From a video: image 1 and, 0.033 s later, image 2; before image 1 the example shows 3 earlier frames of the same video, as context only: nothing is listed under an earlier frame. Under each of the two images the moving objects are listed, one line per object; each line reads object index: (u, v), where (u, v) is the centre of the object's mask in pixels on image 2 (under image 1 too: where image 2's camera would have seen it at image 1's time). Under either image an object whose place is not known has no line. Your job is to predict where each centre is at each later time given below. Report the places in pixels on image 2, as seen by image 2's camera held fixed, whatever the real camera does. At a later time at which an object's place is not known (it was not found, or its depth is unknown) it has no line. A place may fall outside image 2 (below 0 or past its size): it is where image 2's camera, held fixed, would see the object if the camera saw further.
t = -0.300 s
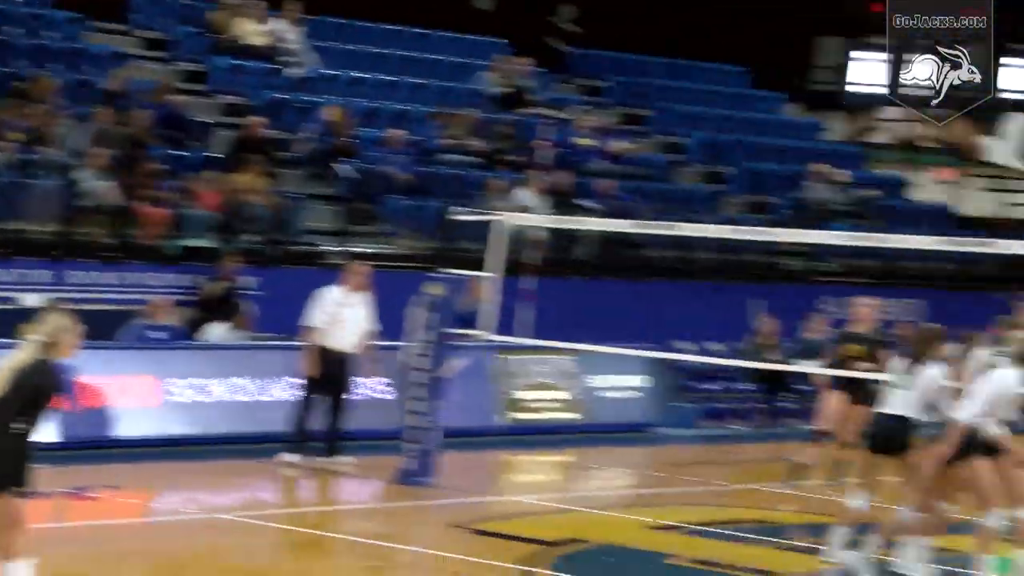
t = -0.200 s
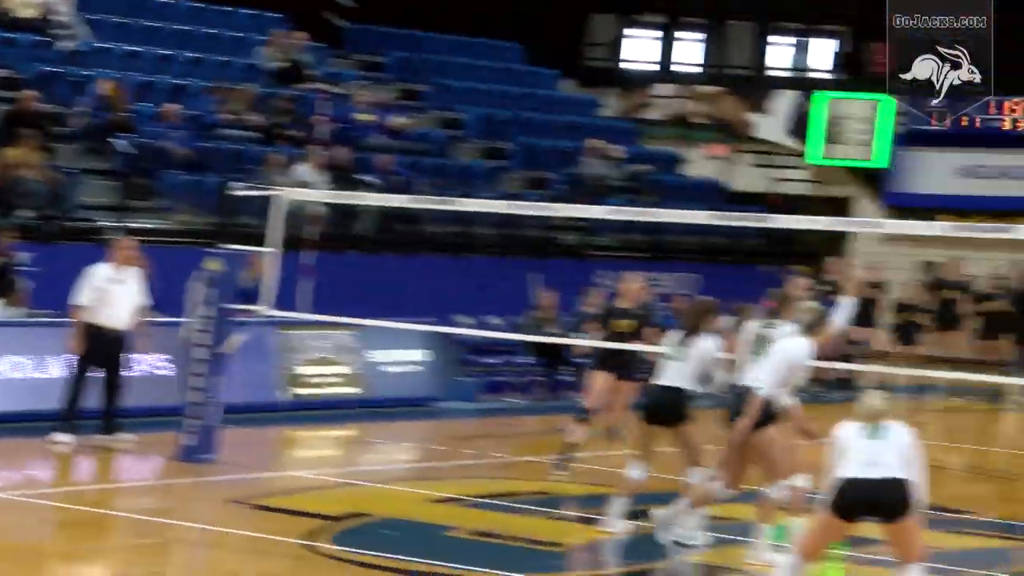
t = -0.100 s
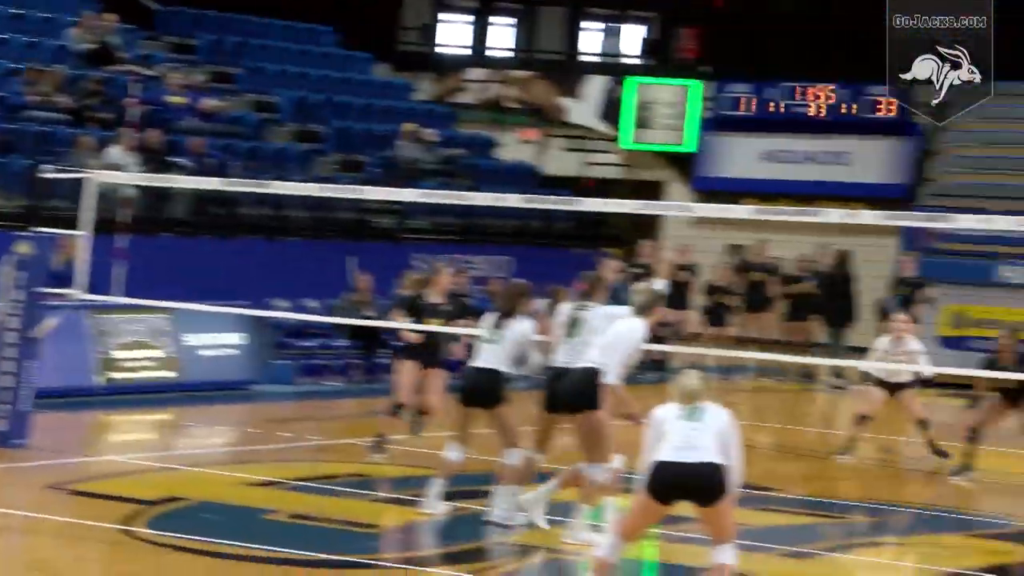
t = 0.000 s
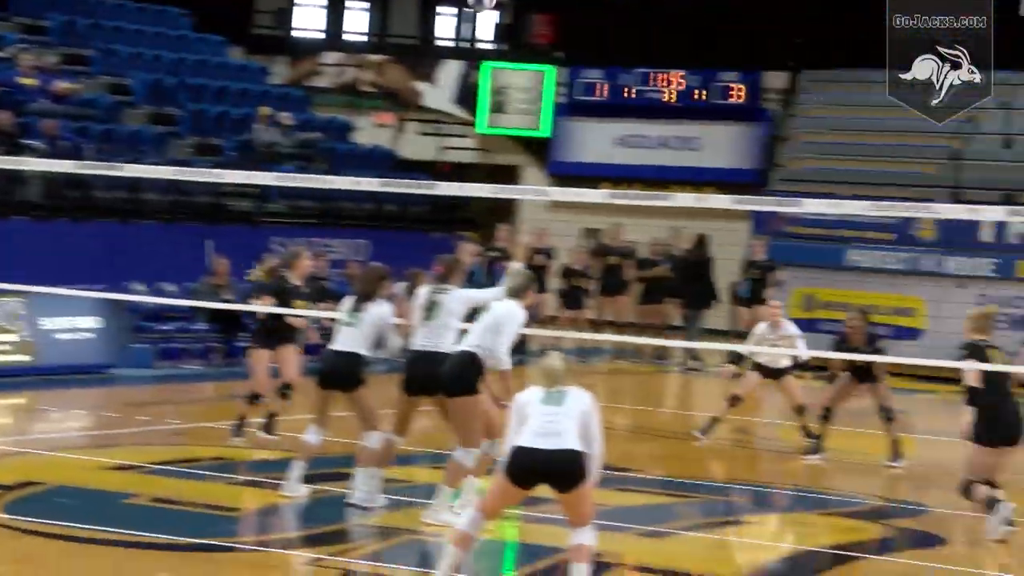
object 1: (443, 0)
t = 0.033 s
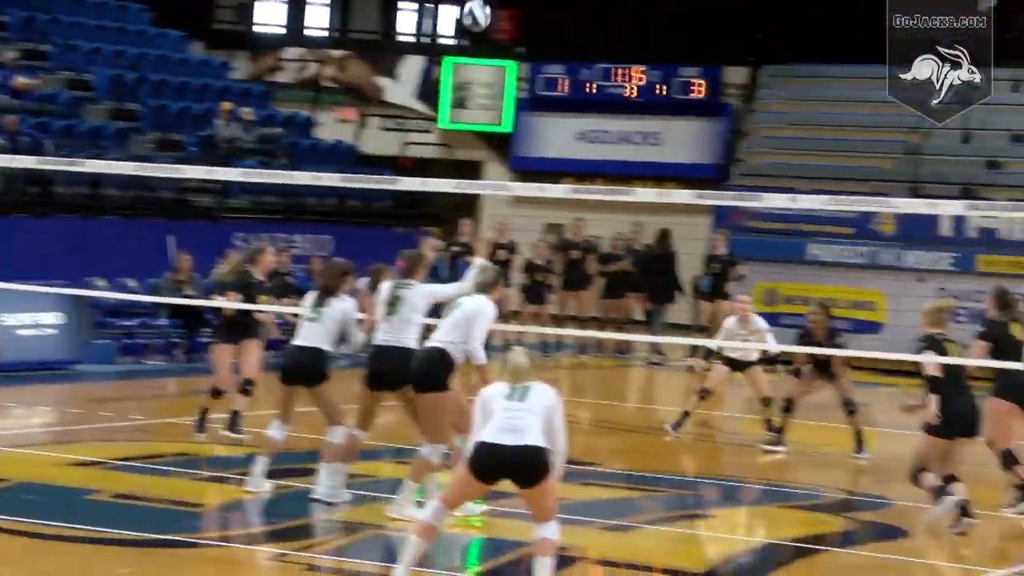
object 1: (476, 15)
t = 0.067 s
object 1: (508, 39)
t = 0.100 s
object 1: (538, 61)
